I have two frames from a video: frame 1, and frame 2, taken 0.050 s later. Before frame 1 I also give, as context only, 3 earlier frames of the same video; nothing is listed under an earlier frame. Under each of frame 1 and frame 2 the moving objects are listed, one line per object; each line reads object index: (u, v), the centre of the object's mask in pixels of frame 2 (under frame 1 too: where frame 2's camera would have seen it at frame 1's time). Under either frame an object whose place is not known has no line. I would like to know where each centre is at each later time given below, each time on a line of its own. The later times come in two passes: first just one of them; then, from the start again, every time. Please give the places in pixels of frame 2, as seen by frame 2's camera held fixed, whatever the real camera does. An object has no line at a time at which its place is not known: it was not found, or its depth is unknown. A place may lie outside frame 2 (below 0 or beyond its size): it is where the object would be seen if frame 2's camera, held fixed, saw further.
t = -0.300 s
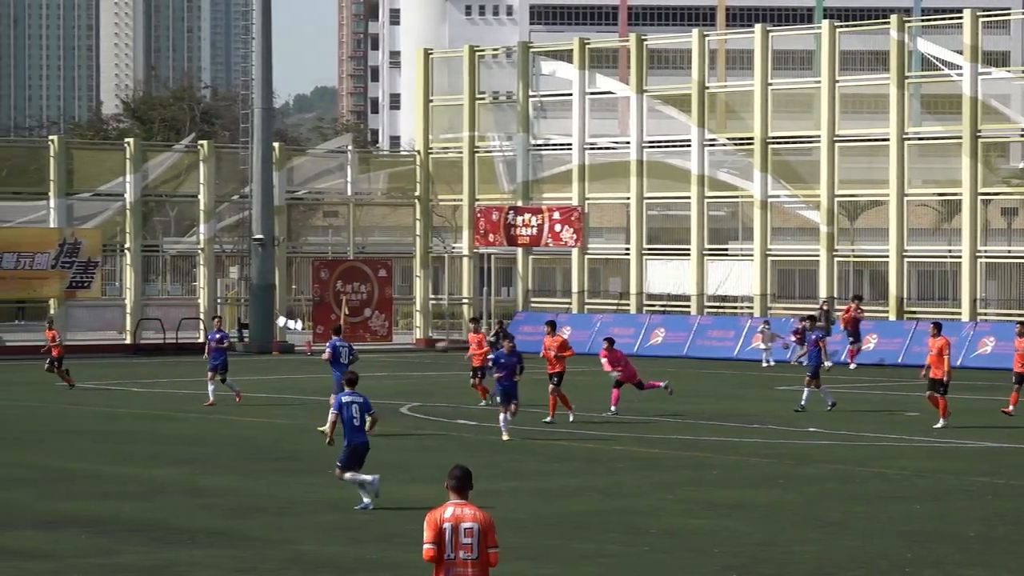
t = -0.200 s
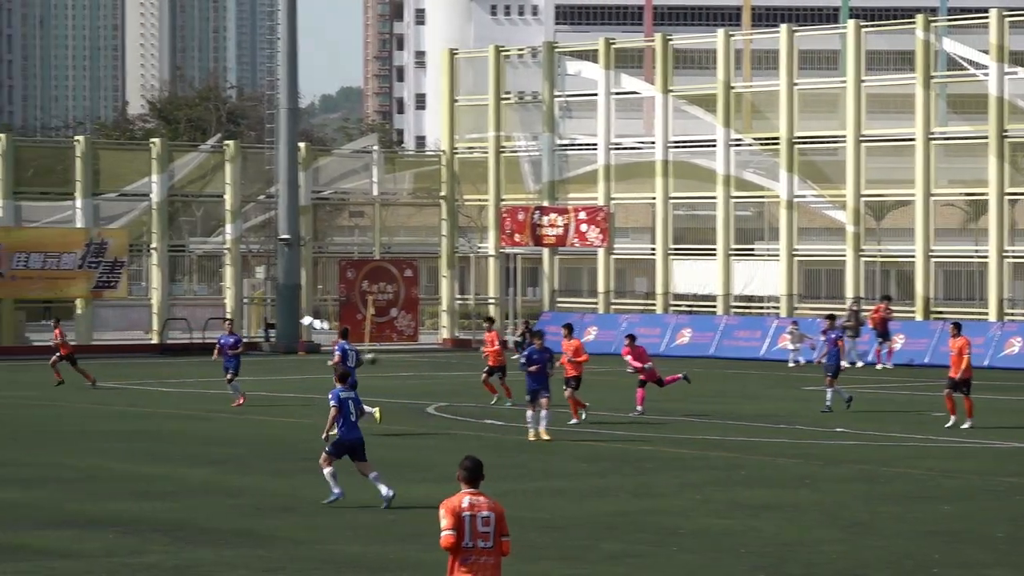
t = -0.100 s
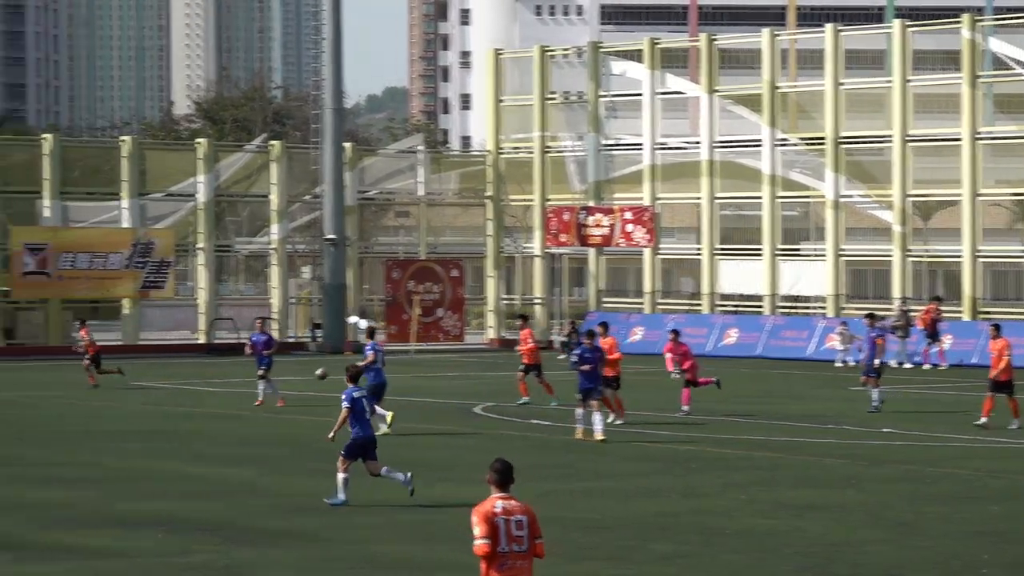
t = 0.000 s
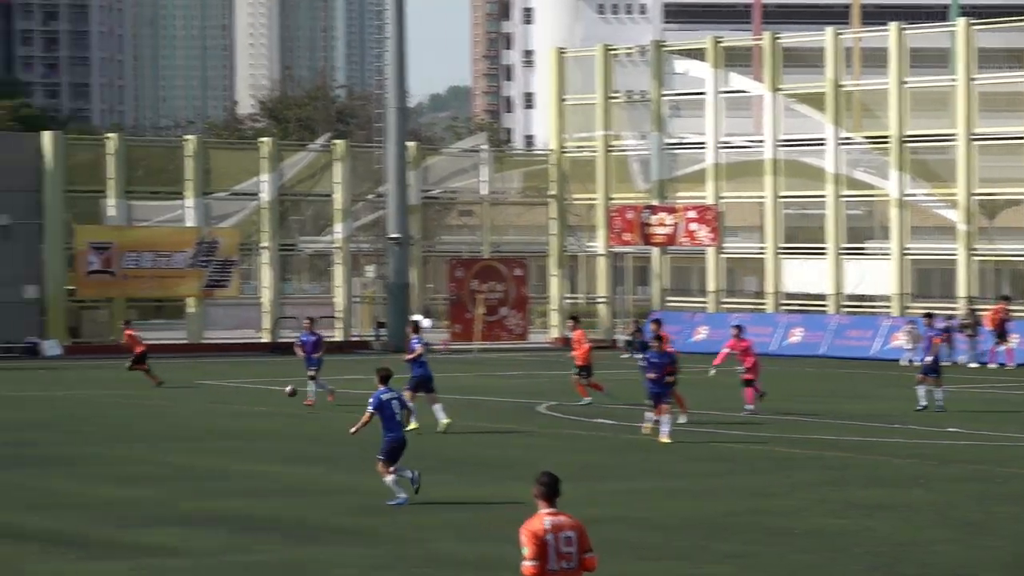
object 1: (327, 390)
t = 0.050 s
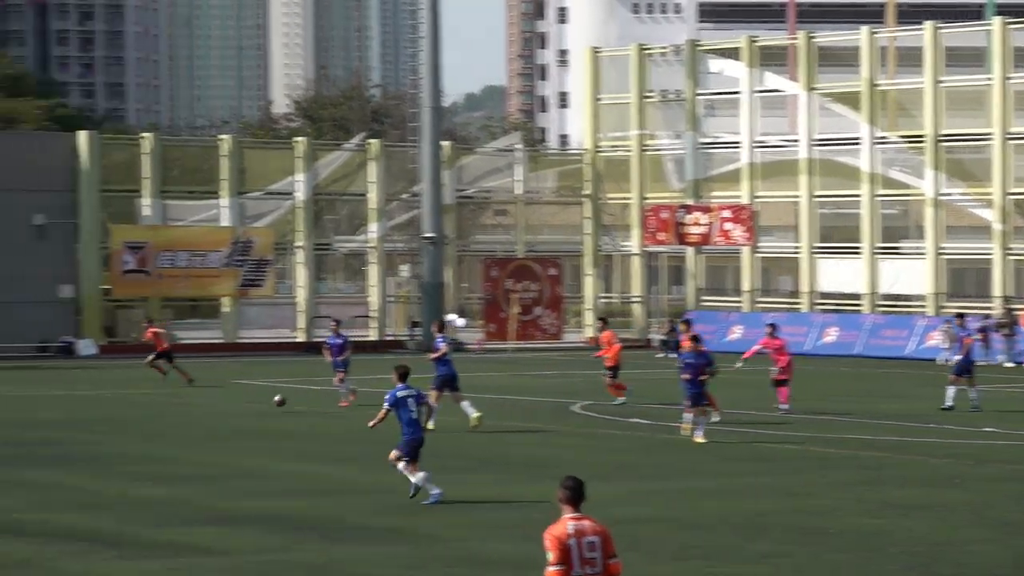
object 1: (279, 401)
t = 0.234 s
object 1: (143, 389)
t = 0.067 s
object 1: (263, 404)
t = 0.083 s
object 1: (249, 406)
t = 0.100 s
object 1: (237, 404)
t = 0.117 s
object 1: (225, 402)
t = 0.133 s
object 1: (213, 399)
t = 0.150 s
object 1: (201, 397)
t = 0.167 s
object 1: (190, 395)
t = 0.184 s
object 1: (178, 394)
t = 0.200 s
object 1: (166, 392)
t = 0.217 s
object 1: (155, 390)
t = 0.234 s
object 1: (143, 389)
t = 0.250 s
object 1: (132, 388)
